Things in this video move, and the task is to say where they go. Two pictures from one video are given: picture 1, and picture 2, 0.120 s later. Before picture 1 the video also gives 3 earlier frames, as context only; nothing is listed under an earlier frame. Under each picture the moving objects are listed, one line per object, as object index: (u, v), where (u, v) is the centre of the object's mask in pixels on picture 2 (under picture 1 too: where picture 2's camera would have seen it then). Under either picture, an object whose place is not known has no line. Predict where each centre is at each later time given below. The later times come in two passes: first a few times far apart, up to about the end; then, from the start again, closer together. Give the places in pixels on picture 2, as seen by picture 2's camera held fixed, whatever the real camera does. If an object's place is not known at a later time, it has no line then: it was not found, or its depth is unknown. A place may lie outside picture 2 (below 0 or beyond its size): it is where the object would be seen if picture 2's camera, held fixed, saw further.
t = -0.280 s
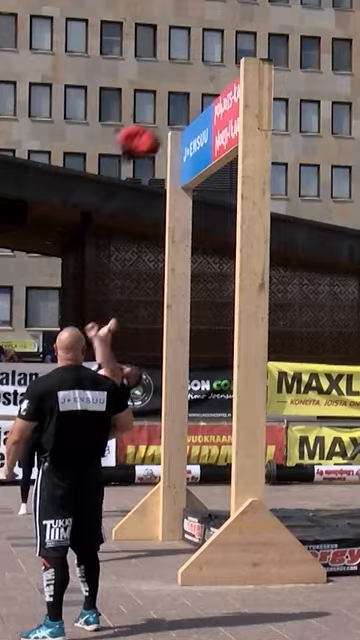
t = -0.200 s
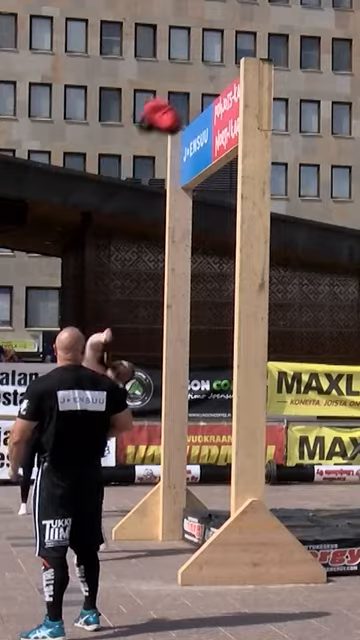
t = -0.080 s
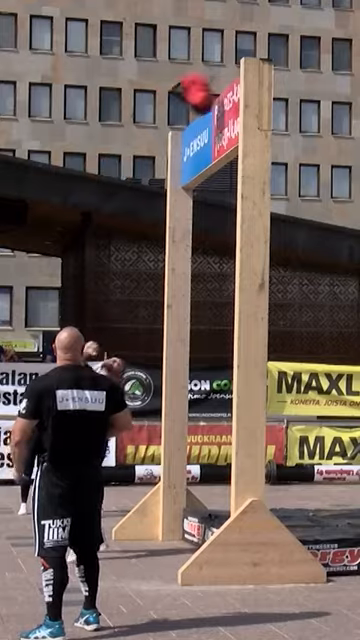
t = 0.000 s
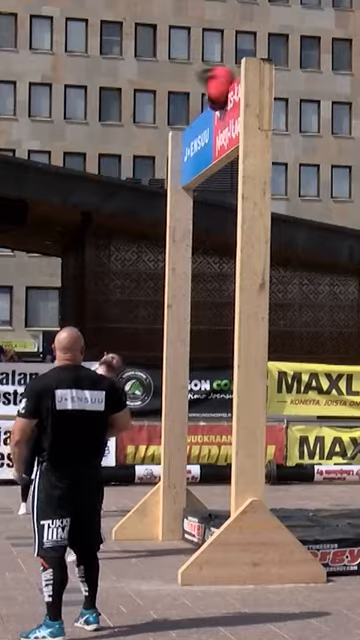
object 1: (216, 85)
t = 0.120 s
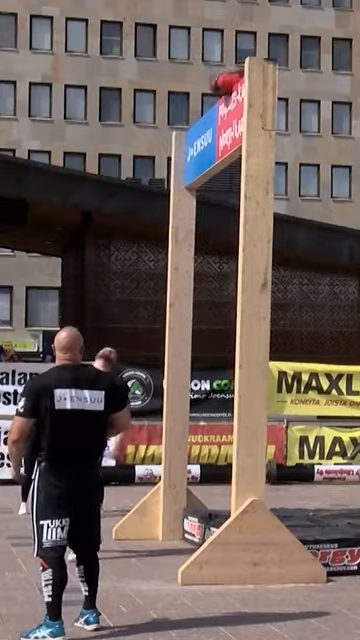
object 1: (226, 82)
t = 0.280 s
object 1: (235, 76)
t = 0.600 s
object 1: (277, 145)
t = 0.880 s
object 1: (281, 284)
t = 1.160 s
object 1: (293, 513)
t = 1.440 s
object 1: (299, 509)
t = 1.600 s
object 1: (301, 513)
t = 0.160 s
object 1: (228, 79)
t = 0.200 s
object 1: (231, 77)
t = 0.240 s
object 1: (232, 76)
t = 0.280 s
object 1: (235, 76)
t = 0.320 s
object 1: (237, 75)
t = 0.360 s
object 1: (240, 73)
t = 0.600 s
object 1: (277, 145)
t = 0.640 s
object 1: (277, 162)
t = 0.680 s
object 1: (276, 179)
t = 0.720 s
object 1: (277, 196)
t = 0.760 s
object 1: (277, 215)
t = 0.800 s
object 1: (278, 235)
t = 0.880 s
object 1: (281, 284)
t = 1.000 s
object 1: (286, 371)
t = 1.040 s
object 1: (289, 406)
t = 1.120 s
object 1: (291, 478)
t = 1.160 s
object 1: (293, 513)
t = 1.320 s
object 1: (299, 517)
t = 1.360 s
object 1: (299, 514)
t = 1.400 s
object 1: (299, 511)
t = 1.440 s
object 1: (299, 509)
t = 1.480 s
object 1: (300, 509)
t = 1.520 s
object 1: (300, 509)
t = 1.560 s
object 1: (301, 511)
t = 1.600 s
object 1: (301, 513)
